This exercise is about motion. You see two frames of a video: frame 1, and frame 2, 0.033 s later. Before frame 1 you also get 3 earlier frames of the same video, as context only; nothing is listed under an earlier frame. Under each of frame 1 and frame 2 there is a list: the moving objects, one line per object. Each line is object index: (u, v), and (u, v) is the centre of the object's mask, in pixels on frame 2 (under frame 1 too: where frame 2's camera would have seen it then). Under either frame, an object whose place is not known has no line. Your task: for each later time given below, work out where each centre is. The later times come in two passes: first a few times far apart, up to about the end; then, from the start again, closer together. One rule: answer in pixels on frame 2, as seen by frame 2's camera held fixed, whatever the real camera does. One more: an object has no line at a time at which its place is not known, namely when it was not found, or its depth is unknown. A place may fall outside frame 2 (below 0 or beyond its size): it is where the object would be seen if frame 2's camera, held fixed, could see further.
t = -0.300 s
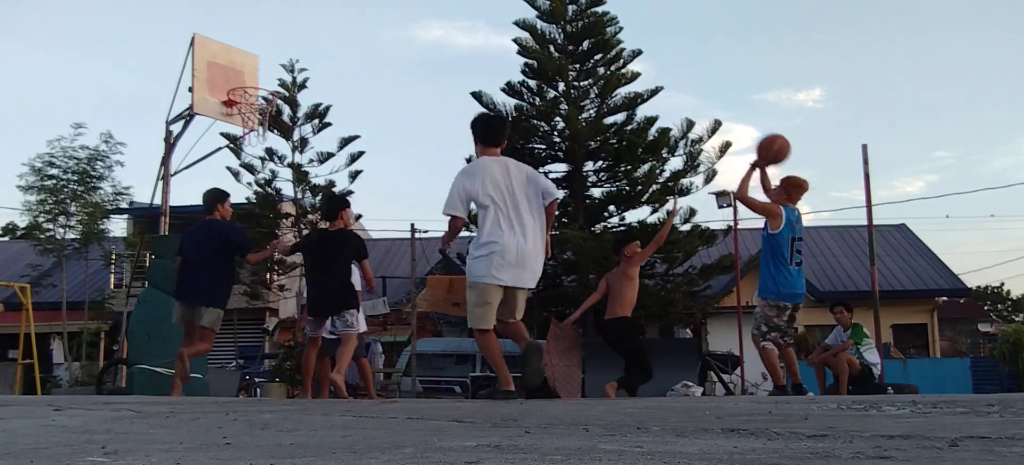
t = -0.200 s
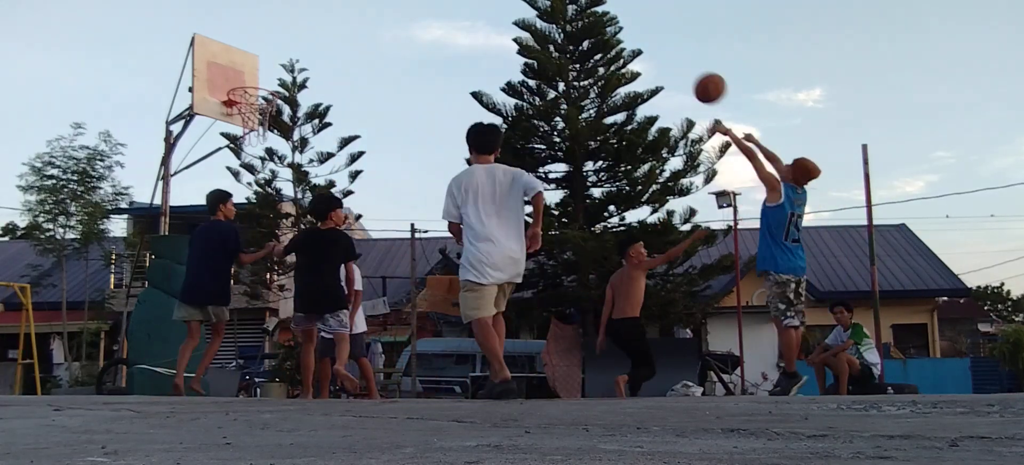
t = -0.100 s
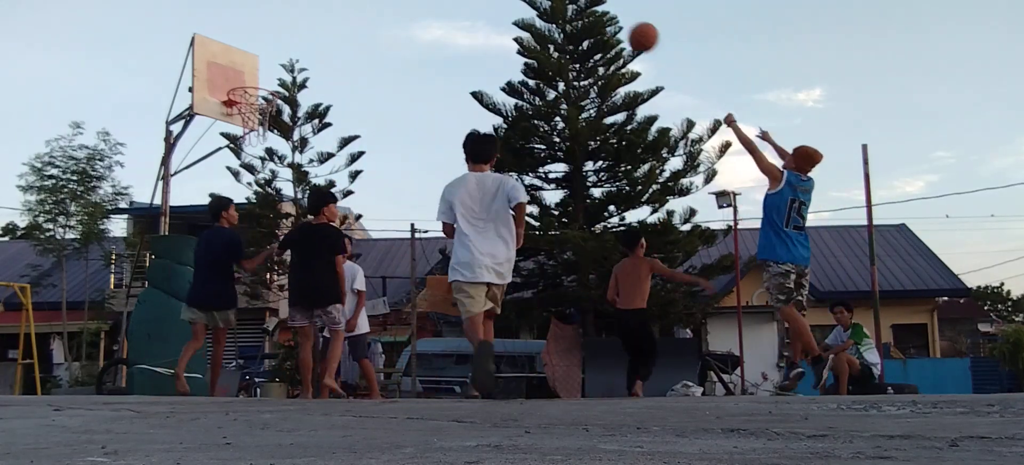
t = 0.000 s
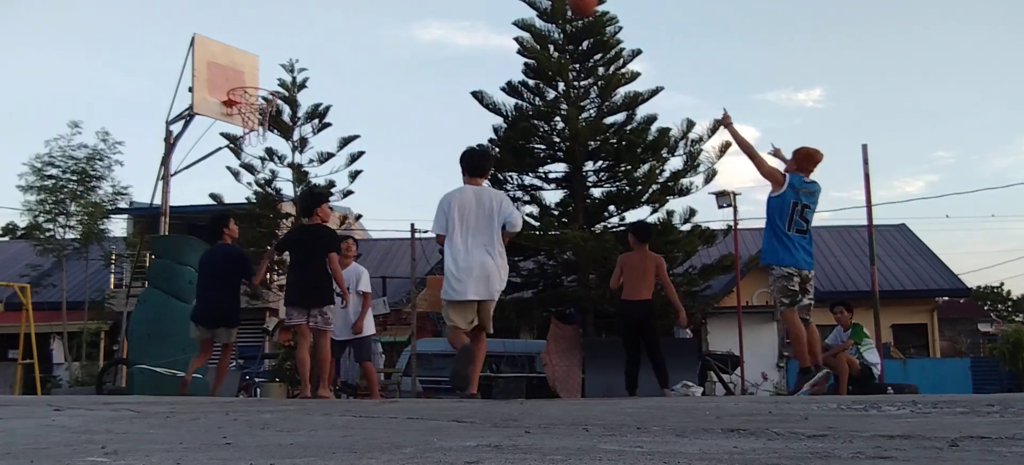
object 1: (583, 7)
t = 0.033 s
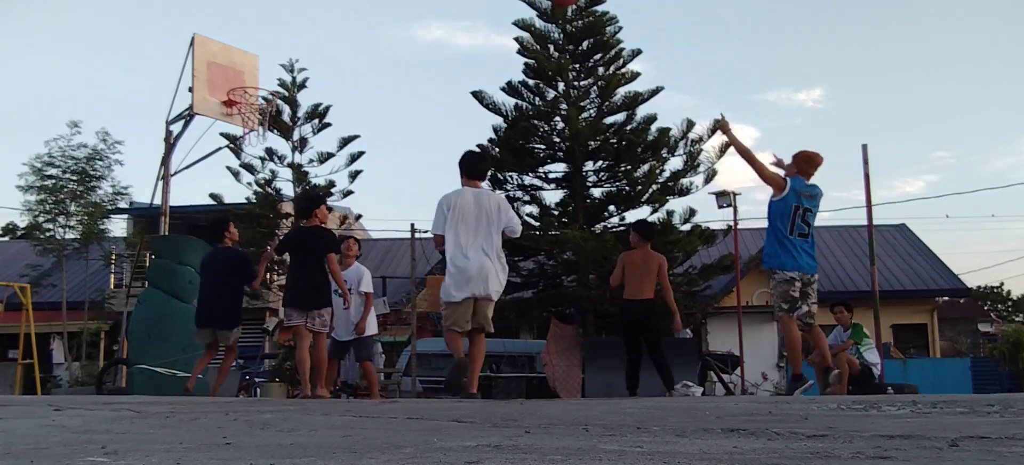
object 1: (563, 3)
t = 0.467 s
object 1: (349, 5)
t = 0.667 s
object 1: (266, 61)
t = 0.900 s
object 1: (290, 47)
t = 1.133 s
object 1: (367, 23)
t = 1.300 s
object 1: (422, 37)
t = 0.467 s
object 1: (349, 5)
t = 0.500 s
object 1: (334, 9)
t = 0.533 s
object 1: (320, 15)
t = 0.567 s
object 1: (306, 25)
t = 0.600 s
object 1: (292, 36)
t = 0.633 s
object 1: (279, 48)
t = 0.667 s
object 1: (266, 61)
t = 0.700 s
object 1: (252, 75)
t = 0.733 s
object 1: (239, 91)
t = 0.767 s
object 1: (245, 84)
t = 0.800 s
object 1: (257, 73)
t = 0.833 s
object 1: (268, 63)
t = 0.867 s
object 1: (279, 55)
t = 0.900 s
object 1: (290, 47)
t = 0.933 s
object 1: (301, 40)
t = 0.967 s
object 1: (312, 35)
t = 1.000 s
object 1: (323, 30)
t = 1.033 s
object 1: (335, 27)
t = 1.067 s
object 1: (345, 24)
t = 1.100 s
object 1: (357, 23)
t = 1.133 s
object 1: (367, 23)
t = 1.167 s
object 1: (378, 23)
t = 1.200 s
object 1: (389, 25)
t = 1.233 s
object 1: (400, 28)
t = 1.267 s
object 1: (411, 32)
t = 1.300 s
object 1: (422, 37)
